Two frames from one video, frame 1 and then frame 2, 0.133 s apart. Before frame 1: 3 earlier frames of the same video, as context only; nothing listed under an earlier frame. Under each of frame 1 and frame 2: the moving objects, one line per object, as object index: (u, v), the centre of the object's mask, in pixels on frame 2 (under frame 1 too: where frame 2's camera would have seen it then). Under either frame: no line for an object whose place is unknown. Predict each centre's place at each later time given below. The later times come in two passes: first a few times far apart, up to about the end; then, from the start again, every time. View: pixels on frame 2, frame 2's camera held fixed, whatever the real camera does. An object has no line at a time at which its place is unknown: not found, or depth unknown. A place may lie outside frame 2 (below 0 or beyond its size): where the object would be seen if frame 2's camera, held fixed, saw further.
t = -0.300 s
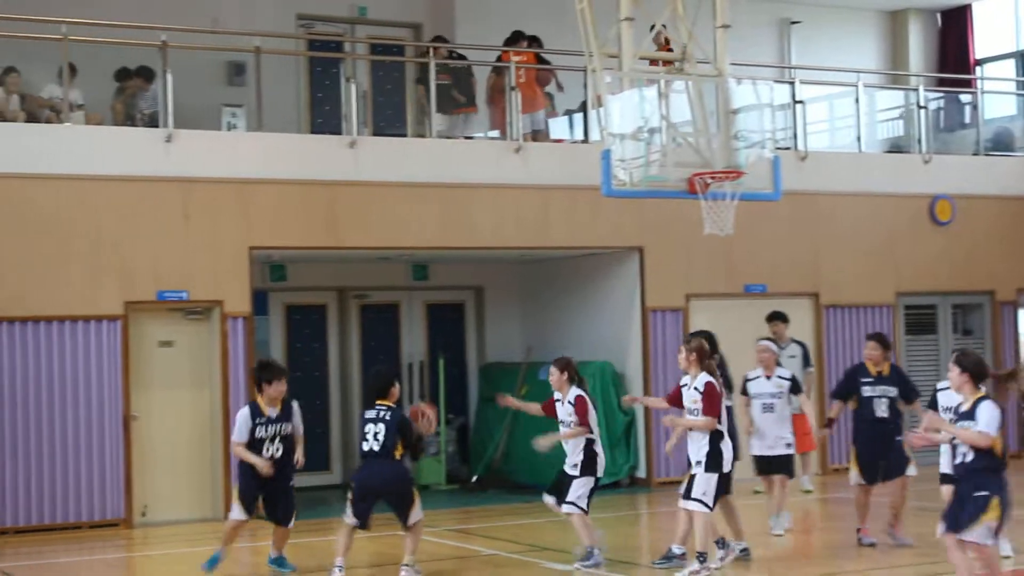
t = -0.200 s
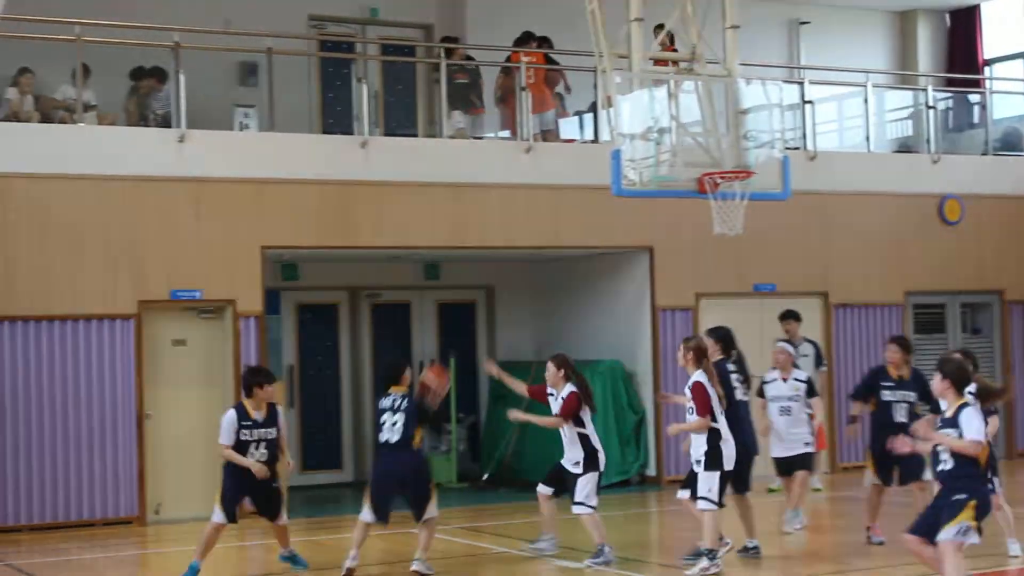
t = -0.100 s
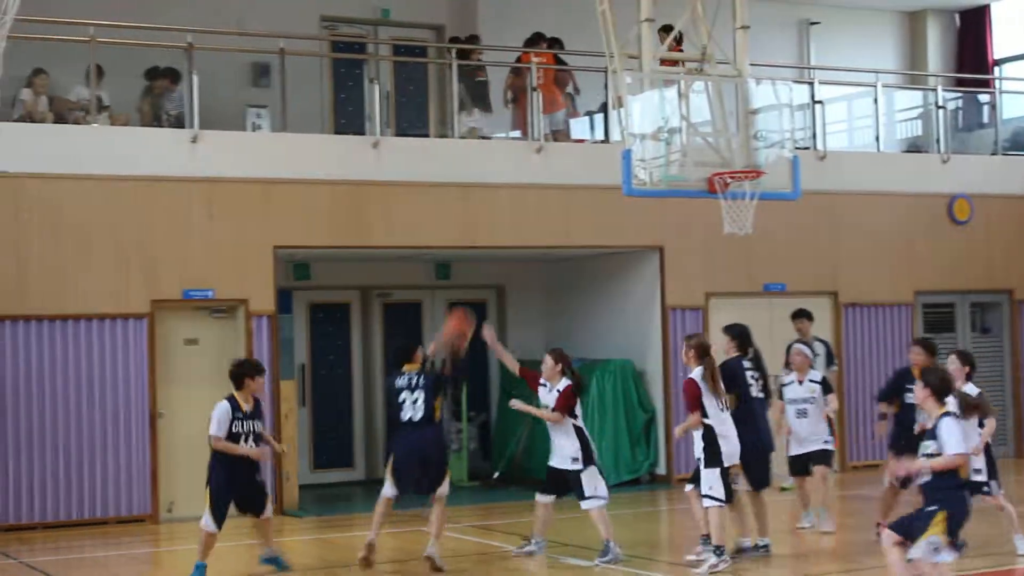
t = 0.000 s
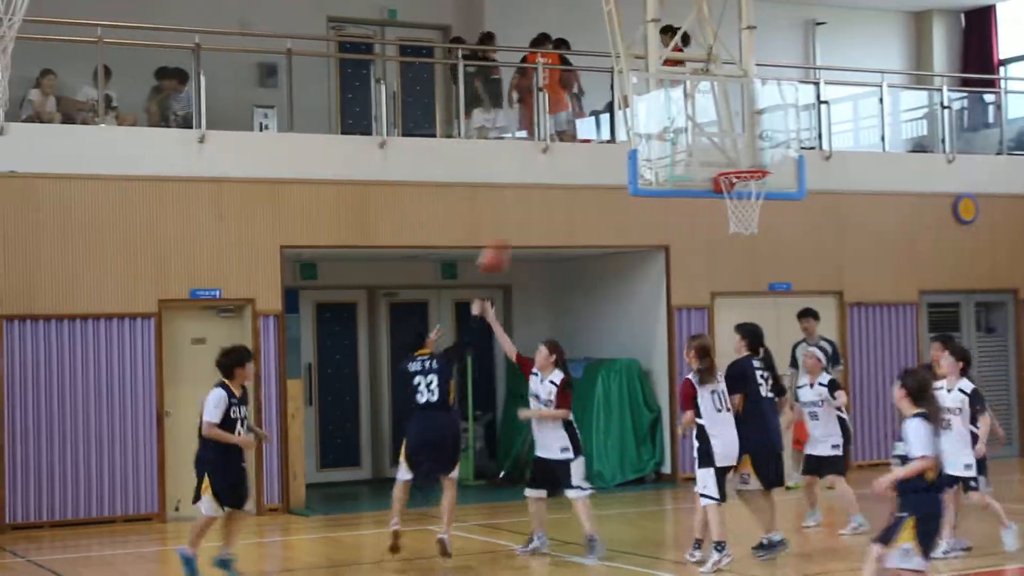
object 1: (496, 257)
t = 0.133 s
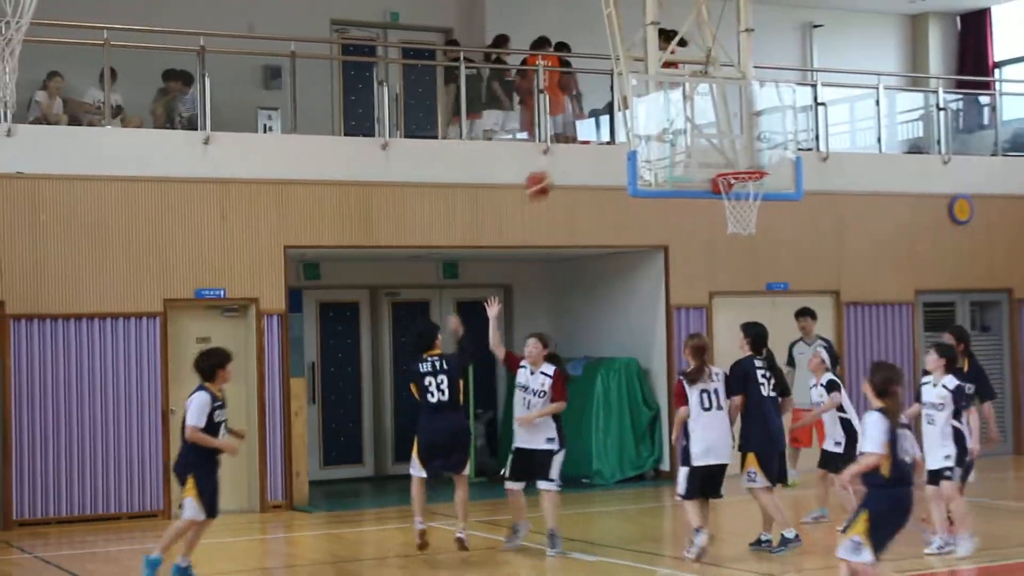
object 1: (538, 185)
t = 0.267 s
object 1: (578, 134)
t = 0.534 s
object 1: (656, 103)
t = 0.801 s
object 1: (728, 143)
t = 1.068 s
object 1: (738, 143)
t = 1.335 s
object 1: (707, 140)
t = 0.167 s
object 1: (549, 169)
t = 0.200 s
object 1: (559, 157)
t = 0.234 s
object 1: (569, 145)
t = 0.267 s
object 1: (578, 134)
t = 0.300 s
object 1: (589, 124)
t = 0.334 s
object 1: (600, 117)
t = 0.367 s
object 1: (607, 113)
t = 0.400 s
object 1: (617, 108)
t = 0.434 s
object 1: (628, 106)
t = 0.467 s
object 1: (637, 104)
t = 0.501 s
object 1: (647, 102)
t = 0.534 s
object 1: (656, 103)
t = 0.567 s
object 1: (665, 105)
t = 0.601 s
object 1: (674, 108)
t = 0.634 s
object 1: (683, 113)
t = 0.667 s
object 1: (691, 117)
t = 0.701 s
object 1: (700, 124)
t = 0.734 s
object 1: (710, 129)
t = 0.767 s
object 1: (719, 135)
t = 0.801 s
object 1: (728, 143)
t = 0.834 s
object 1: (738, 150)
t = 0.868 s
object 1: (747, 160)
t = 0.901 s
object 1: (754, 167)
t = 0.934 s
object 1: (752, 163)
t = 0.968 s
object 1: (749, 161)
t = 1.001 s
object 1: (746, 156)
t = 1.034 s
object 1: (742, 150)
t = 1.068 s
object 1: (738, 143)
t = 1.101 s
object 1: (734, 138)
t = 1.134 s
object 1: (730, 135)
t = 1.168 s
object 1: (727, 134)
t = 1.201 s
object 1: (722, 133)
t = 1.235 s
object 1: (718, 132)
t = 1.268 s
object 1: (715, 133)
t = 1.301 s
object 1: (712, 136)
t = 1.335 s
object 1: (707, 140)
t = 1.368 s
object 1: (704, 145)
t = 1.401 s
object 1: (700, 152)
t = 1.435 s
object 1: (696, 161)
